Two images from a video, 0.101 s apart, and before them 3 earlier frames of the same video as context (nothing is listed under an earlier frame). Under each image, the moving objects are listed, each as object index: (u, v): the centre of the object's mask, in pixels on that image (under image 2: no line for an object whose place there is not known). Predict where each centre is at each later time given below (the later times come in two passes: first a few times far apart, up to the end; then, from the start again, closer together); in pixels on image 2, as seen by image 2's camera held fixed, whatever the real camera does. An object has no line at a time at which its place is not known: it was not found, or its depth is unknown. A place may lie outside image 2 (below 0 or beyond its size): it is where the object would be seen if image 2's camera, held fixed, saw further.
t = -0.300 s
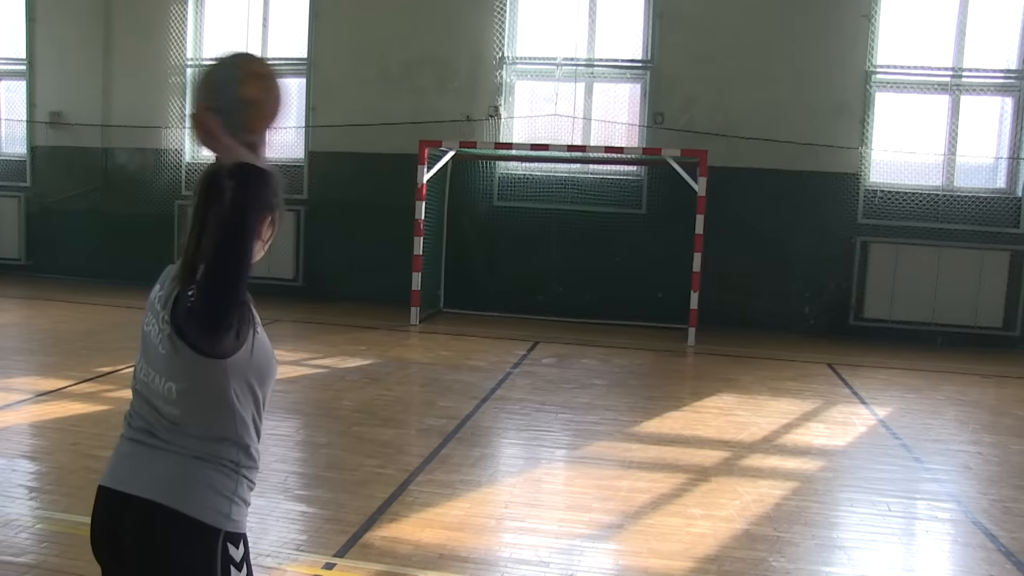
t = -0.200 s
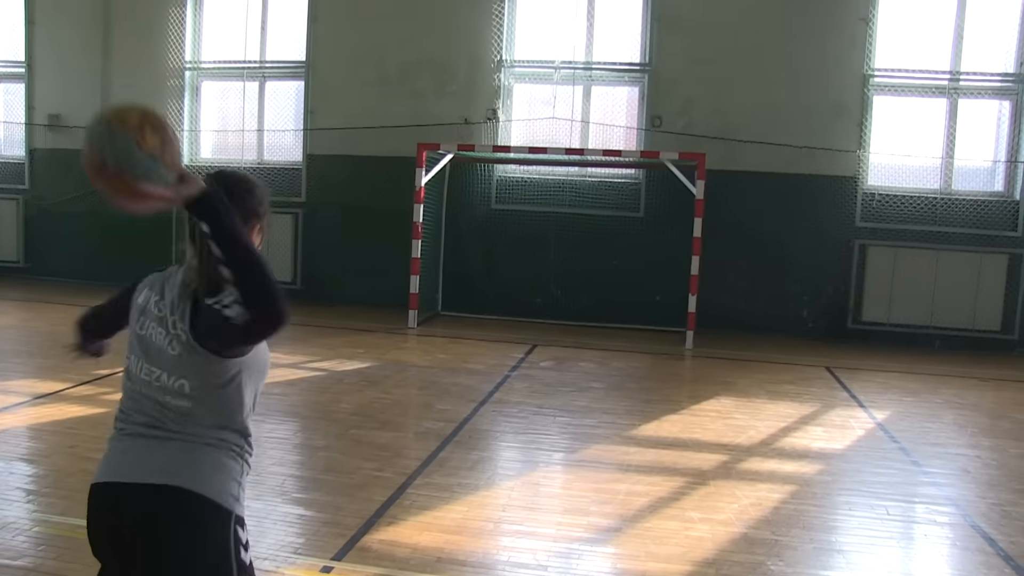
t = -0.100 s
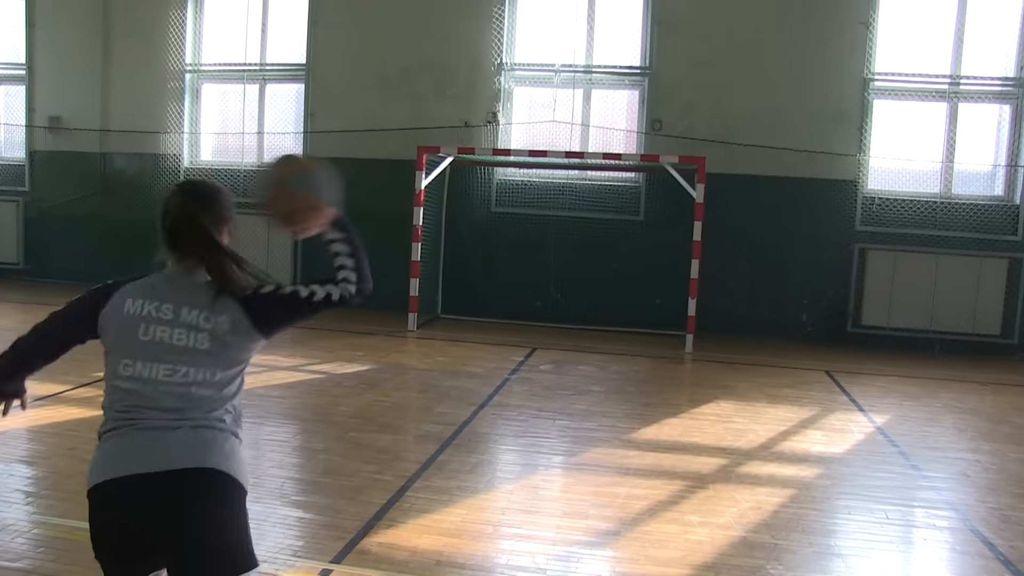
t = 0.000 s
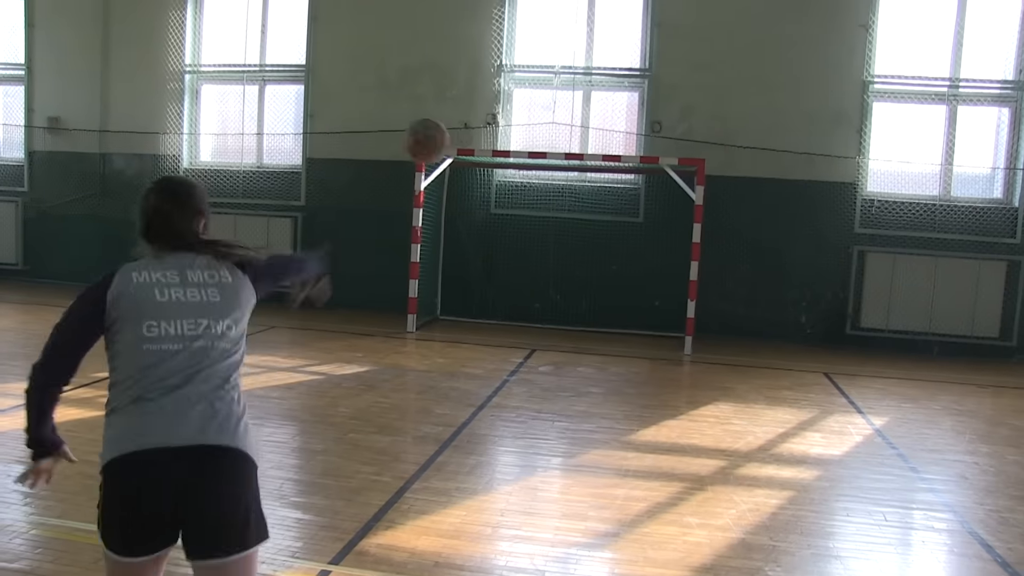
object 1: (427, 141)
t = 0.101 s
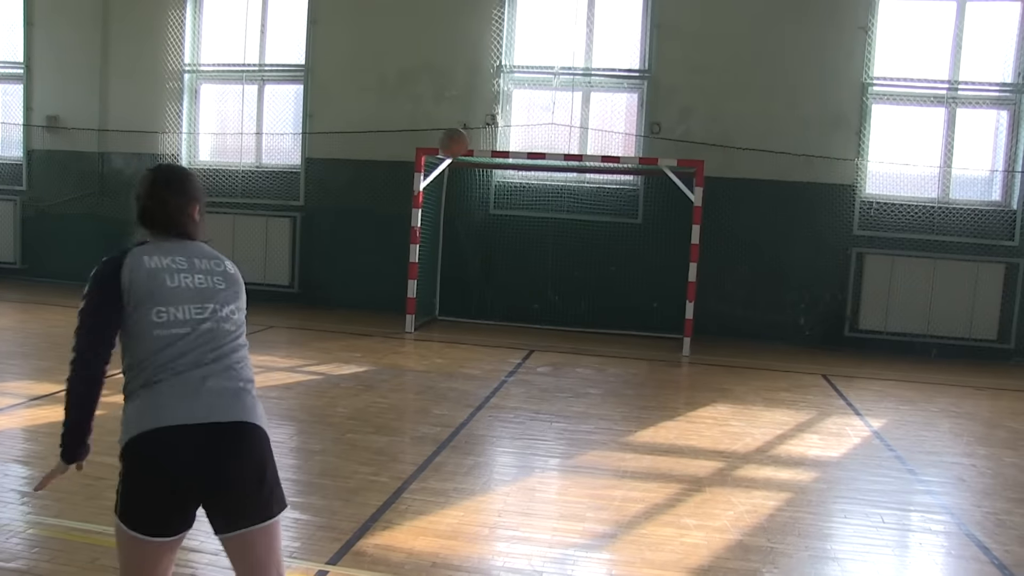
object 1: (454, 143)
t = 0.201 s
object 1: (467, 152)
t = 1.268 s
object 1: (426, 242)
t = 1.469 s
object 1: (419, 257)
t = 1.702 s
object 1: (408, 326)
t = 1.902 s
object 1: (396, 307)
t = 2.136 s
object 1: (380, 302)
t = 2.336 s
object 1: (364, 343)
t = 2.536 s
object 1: (355, 330)
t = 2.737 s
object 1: (346, 342)
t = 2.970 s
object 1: (336, 353)
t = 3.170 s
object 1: (326, 375)
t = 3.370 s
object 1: (318, 375)
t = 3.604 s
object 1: (308, 385)
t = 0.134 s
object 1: (460, 146)
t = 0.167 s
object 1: (463, 148)
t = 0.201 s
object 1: (467, 152)
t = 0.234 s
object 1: (470, 158)
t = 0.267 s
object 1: (473, 161)
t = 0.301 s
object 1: (475, 167)
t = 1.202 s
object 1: (428, 246)
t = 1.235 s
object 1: (427, 243)
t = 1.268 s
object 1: (426, 242)
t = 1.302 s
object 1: (425, 242)
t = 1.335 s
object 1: (423, 243)
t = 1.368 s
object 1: (422, 245)
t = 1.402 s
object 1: (421, 248)
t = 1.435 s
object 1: (419, 253)
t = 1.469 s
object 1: (419, 257)
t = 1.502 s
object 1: (416, 265)
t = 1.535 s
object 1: (415, 273)
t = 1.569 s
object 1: (414, 279)
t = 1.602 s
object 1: (412, 292)
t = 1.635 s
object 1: (410, 302)
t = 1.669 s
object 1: (410, 313)
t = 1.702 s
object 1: (408, 326)
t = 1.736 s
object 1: (404, 341)
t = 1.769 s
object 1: (402, 331)
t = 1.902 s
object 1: (396, 307)
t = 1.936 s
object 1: (393, 303)
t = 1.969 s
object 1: (391, 300)
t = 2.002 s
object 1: (389, 298)
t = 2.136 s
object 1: (380, 302)
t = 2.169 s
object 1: (378, 305)
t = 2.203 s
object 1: (375, 310)
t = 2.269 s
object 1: (370, 323)
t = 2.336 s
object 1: (364, 343)
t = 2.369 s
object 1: (361, 352)
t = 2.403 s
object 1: (360, 348)
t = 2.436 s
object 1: (359, 341)
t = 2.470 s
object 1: (358, 336)
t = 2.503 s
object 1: (357, 333)
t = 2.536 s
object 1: (355, 330)
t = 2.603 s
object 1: (353, 328)
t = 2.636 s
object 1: (352, 330)
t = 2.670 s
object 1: (351, 332)
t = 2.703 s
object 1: (349, 336)
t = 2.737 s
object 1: (346, 342)
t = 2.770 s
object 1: (346, 347)
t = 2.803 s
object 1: (343, 356)
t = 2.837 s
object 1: (340, 365)
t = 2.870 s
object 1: (340, 360)
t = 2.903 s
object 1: (339, 357)
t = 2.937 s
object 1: (338, 354)
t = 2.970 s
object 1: (336, 353)
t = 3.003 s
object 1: (335, 353)
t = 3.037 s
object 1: (333, 355)
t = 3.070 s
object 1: (332, 358)
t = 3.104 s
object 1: (329, 362)
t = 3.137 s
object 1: (327, 369)
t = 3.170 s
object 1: (326, 375)
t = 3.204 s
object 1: (325, 373)
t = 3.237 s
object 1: (324, 370)
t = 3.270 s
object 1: (323, 369)
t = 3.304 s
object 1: (321, 370)
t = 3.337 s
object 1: (320, 372)
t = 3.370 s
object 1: (318, 375)
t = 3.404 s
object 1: (316, 380)
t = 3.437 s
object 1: (315, 381)
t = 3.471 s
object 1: (314, 379)
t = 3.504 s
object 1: (312, 379)
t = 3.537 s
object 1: (311, 379)
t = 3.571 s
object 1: (310, 382)
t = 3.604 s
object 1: (308, 385)
